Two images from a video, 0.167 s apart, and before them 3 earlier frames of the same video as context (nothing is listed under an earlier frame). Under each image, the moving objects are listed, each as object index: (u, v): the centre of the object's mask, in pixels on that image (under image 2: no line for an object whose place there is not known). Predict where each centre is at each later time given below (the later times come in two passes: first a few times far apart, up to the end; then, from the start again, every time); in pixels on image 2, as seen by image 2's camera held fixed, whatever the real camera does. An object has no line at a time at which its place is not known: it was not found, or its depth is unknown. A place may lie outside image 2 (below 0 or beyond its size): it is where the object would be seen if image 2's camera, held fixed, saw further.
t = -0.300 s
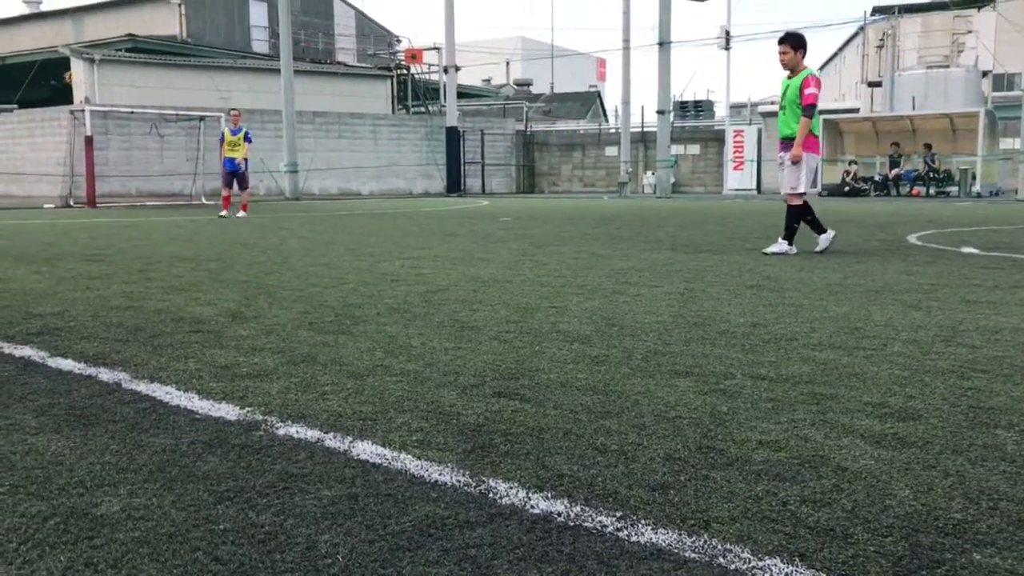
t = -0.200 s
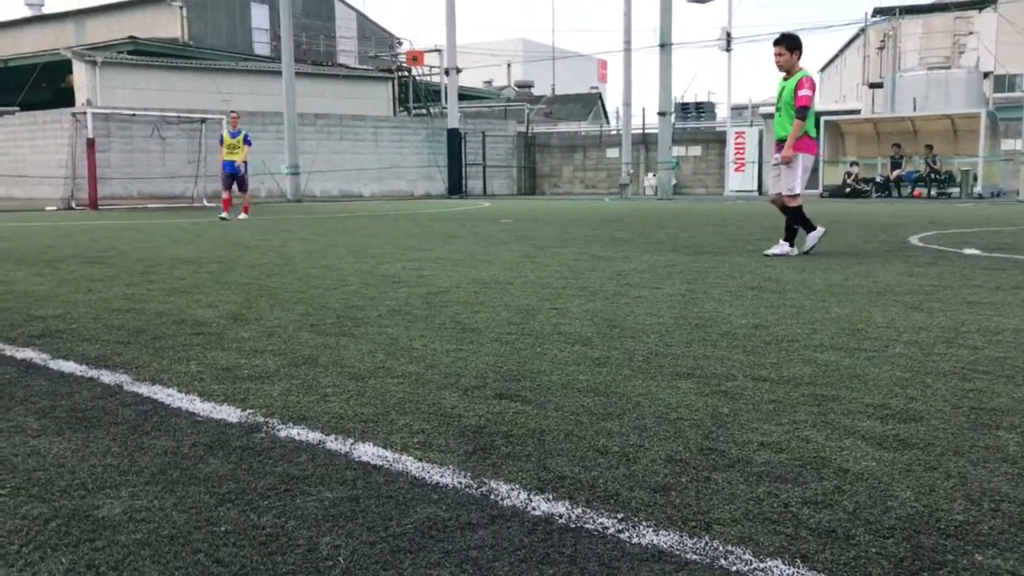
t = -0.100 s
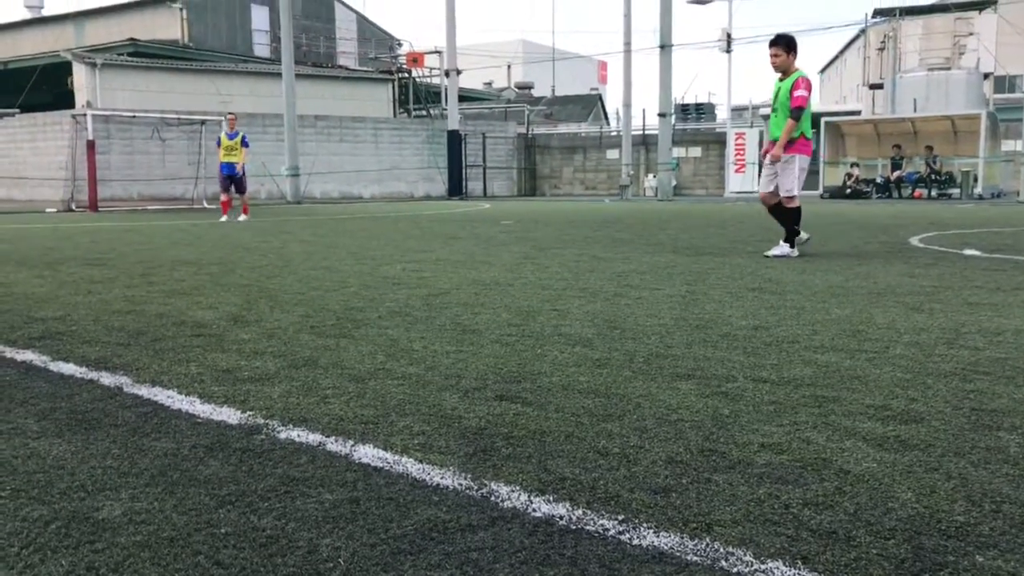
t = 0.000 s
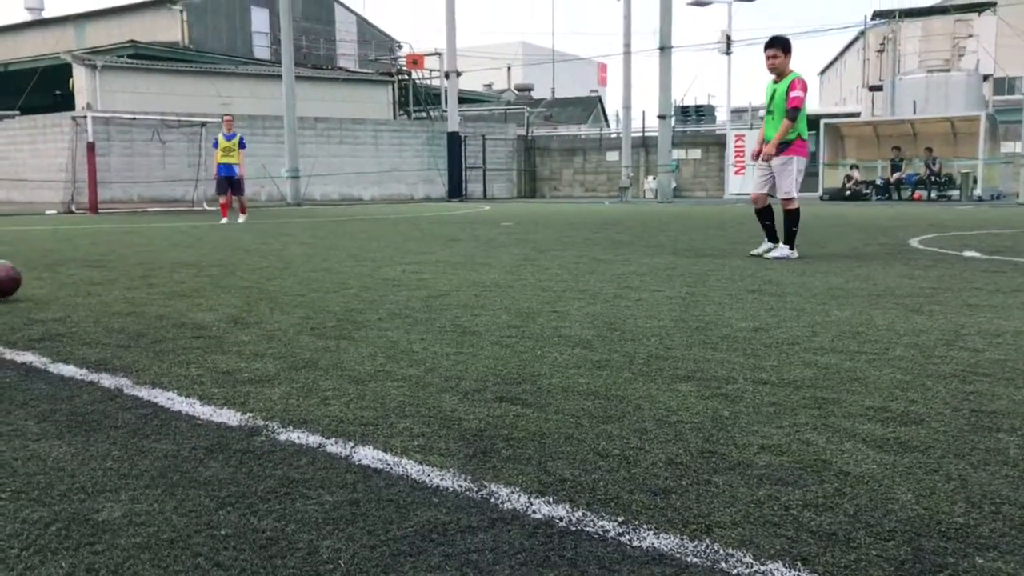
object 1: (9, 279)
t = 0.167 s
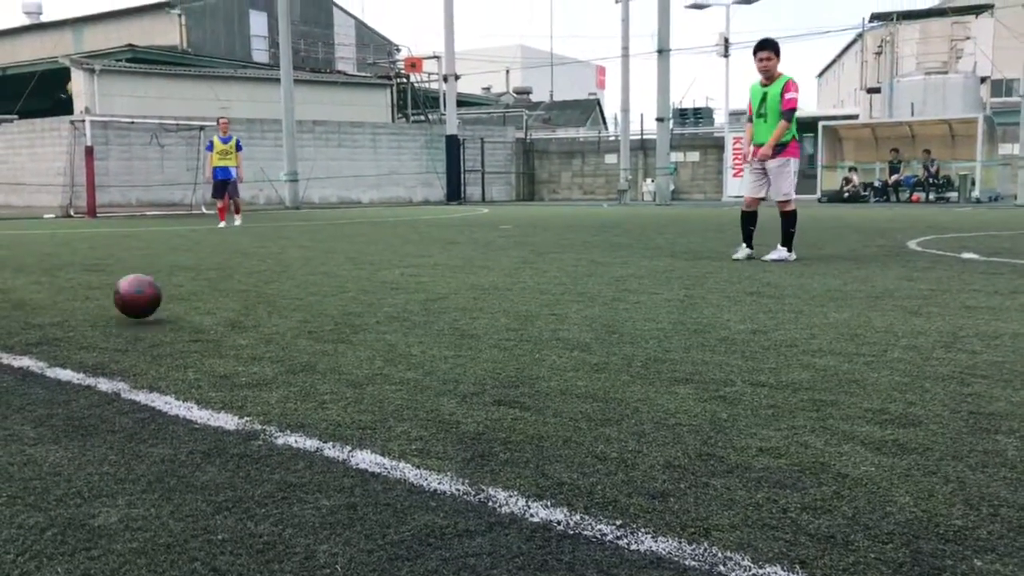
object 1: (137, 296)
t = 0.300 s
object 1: (269, 314)
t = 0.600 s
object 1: (646, 359)
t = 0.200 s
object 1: (170, 305)
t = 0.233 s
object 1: (201, 310)
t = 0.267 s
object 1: (234, 311)
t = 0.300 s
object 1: (269, 314)
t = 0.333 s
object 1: (305, 320)
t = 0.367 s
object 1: (342, 325)
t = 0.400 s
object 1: (380, 326)
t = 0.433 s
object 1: (420, 331)
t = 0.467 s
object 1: (462, 339)
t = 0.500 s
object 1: (503, 342)
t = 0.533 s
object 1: (547, 346)
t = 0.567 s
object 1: (596, 353)
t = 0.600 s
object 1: (646, 359)
